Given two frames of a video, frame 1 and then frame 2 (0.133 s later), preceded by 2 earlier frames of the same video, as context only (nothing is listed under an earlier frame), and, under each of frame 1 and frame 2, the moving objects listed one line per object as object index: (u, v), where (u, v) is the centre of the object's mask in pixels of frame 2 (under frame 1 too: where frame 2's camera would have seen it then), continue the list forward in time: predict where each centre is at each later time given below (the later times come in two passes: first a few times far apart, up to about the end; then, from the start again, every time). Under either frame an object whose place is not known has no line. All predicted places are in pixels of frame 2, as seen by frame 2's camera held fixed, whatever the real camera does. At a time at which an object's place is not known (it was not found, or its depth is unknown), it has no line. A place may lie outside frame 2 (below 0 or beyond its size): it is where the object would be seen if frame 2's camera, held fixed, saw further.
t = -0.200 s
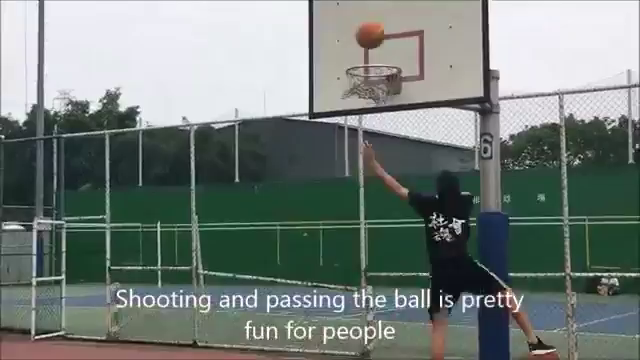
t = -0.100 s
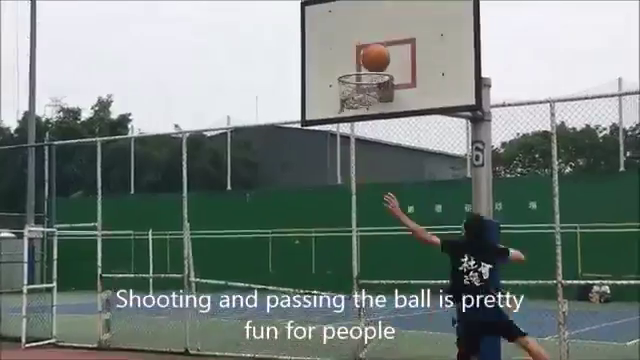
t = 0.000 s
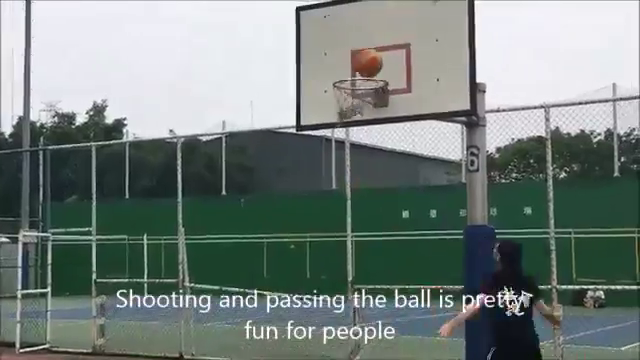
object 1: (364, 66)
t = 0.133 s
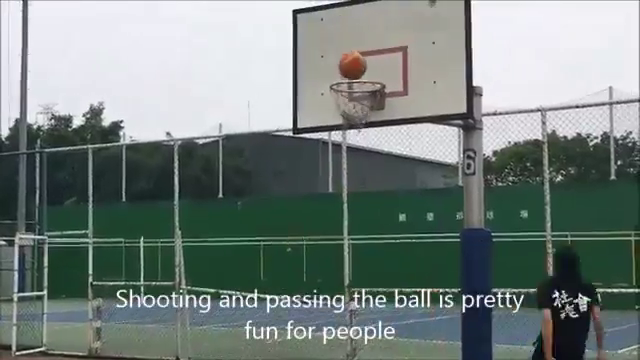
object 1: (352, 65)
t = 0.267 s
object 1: (343, 71)
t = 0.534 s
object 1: (346, 71)
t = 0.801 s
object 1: (355, 79)
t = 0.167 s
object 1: (349, 67)
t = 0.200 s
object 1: (346, 70)
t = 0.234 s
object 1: (343, 73)
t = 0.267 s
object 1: (343, 71)
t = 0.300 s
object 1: (344, 68)
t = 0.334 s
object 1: (344, 66)
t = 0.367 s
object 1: (344, 65)
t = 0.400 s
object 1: (345, 65)
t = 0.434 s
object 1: (345, 65)
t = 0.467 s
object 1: (345, 67)
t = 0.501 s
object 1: (345, 70)
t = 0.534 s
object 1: (346, 71)
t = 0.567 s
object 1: (347, 71)
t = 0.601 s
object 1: (348, 70)
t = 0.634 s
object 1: (349, 69)
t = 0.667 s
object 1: (350, 69)
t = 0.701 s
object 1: (351, 68)
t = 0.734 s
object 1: (352, 70)
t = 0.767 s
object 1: (353, 72)
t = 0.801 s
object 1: (355, 79)
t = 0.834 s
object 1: (356, 85)
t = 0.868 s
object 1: (359, 93)
